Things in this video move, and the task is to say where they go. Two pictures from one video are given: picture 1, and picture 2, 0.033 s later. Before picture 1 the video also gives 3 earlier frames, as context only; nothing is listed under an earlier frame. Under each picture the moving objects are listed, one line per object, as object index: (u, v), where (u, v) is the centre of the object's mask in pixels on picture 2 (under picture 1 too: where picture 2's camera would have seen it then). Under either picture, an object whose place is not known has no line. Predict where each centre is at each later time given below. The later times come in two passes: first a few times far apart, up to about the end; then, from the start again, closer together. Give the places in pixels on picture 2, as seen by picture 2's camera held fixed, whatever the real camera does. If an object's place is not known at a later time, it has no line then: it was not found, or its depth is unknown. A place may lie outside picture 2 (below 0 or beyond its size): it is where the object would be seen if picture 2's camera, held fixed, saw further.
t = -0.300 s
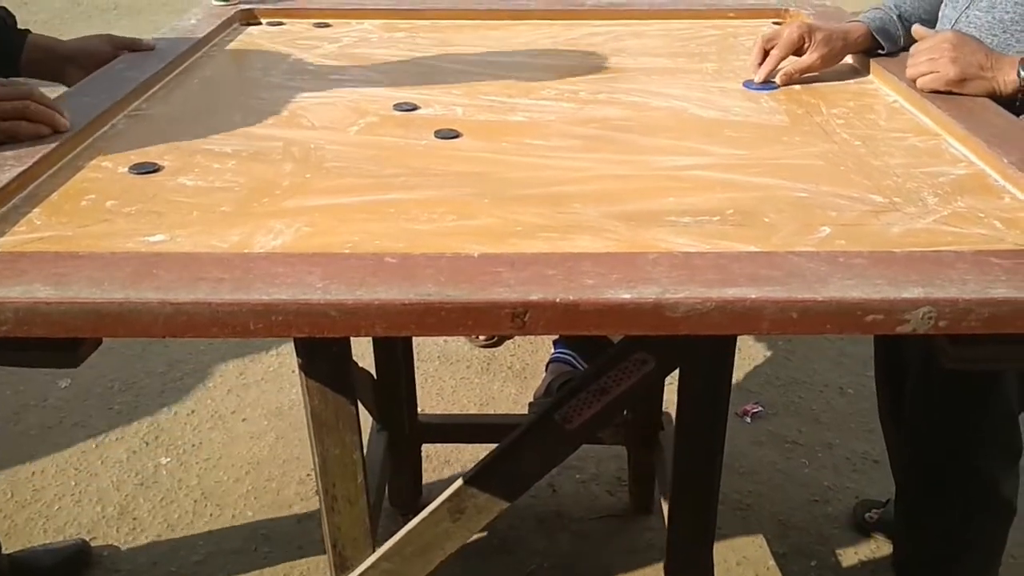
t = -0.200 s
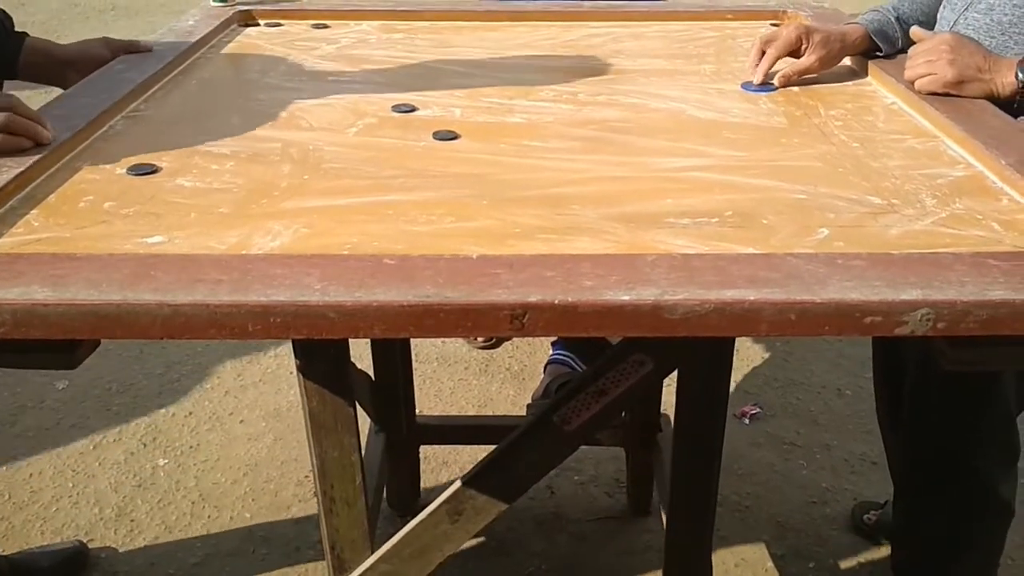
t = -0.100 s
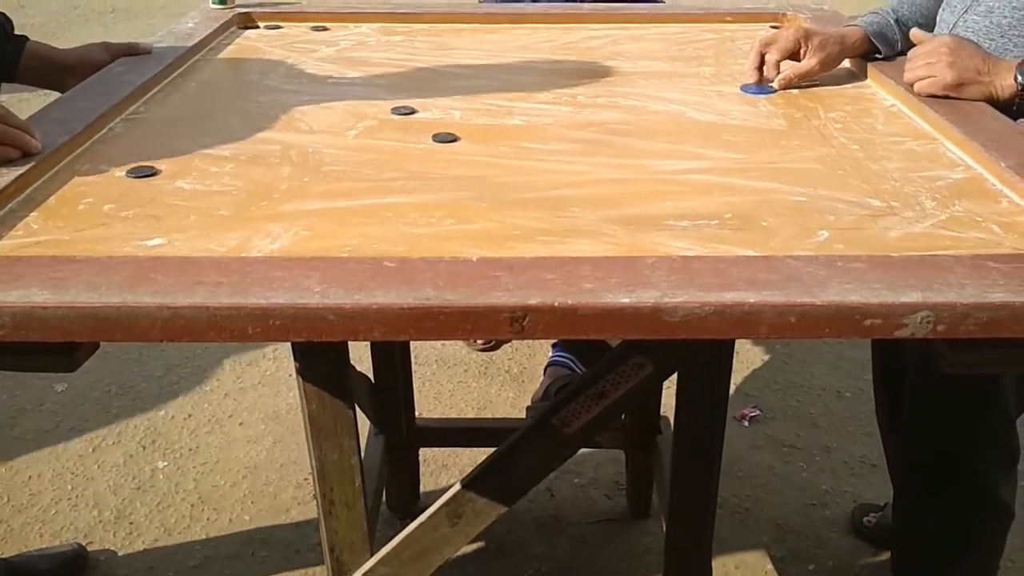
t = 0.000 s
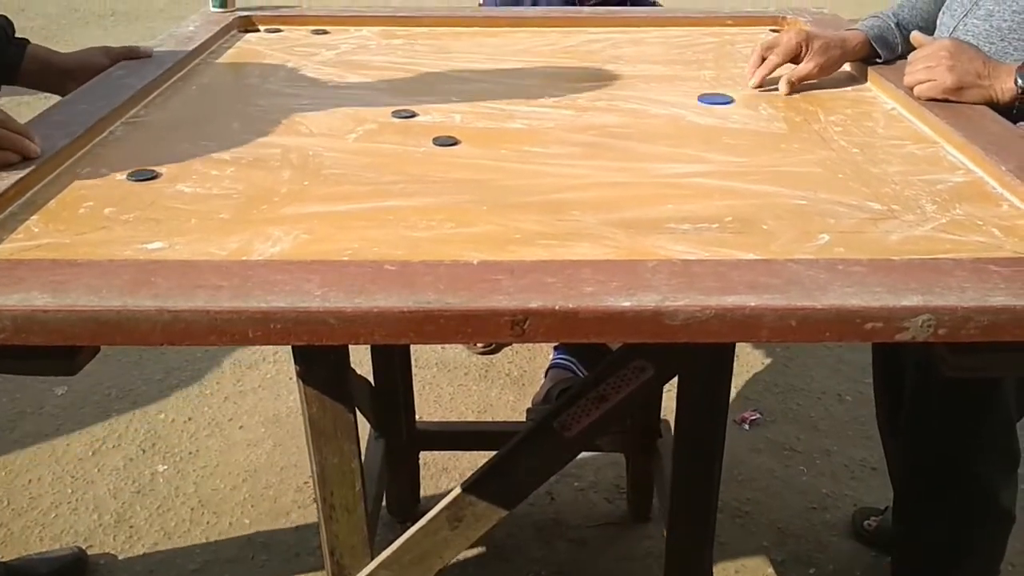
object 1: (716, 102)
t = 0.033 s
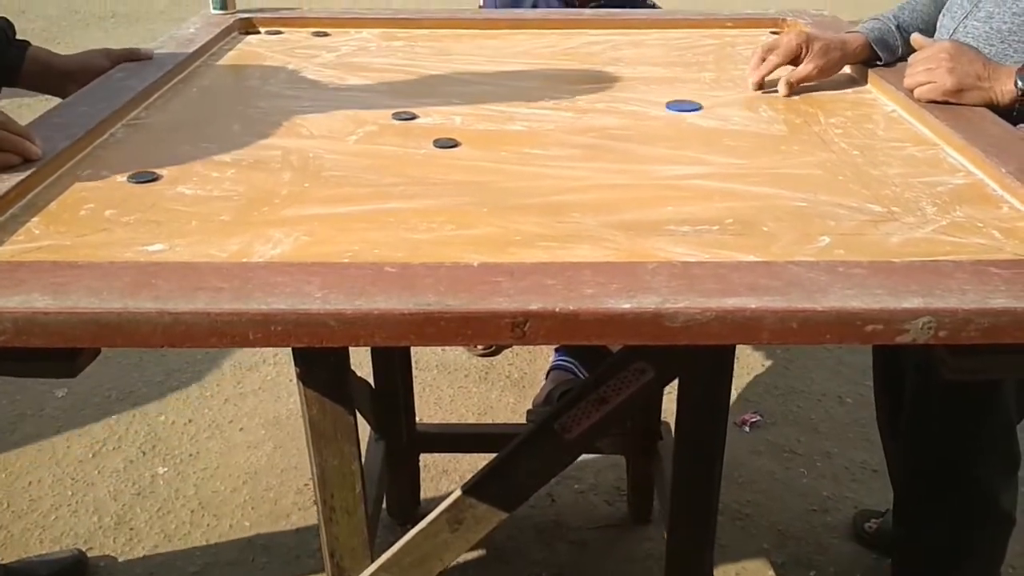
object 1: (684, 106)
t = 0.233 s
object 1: (491, 136)
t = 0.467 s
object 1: (417, 144)
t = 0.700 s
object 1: (415, 144)
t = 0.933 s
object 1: (415, 144)
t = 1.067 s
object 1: (415, 144)
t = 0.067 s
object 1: (651, 111)
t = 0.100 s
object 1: (619, 116)
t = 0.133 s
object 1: (587, 121)
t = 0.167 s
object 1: (555, 126)
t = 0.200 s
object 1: (523, 131)
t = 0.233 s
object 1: (491, 136)
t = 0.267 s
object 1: (468, 139)
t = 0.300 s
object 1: (455, 140)
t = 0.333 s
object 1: (443, 141)
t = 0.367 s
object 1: (433, 142)
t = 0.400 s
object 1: (425, 143)
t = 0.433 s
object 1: (420, 144)
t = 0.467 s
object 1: (417, 144)
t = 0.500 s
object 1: (415, 144)
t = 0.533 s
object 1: (415, 144)
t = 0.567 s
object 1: (415, 144)
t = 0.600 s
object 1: (415, 144)
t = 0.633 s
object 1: (415, 144)
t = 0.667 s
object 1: (415, 144)
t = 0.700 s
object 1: (415, 144)
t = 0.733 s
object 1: (415, 144)
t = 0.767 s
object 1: (415, 144)
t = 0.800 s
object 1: (415, 144)
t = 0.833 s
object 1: (415, 144)
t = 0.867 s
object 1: (415, 144)
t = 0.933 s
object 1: (415, 144)
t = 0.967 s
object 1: (415, 144)
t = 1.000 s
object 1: (415, 144)
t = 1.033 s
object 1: (415, 144)
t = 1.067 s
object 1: (415, 144)
